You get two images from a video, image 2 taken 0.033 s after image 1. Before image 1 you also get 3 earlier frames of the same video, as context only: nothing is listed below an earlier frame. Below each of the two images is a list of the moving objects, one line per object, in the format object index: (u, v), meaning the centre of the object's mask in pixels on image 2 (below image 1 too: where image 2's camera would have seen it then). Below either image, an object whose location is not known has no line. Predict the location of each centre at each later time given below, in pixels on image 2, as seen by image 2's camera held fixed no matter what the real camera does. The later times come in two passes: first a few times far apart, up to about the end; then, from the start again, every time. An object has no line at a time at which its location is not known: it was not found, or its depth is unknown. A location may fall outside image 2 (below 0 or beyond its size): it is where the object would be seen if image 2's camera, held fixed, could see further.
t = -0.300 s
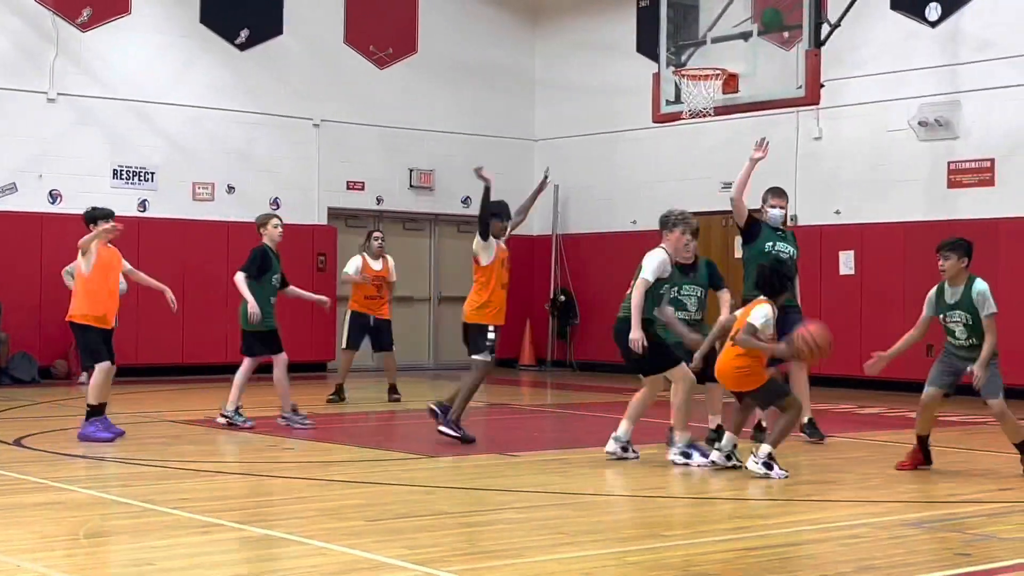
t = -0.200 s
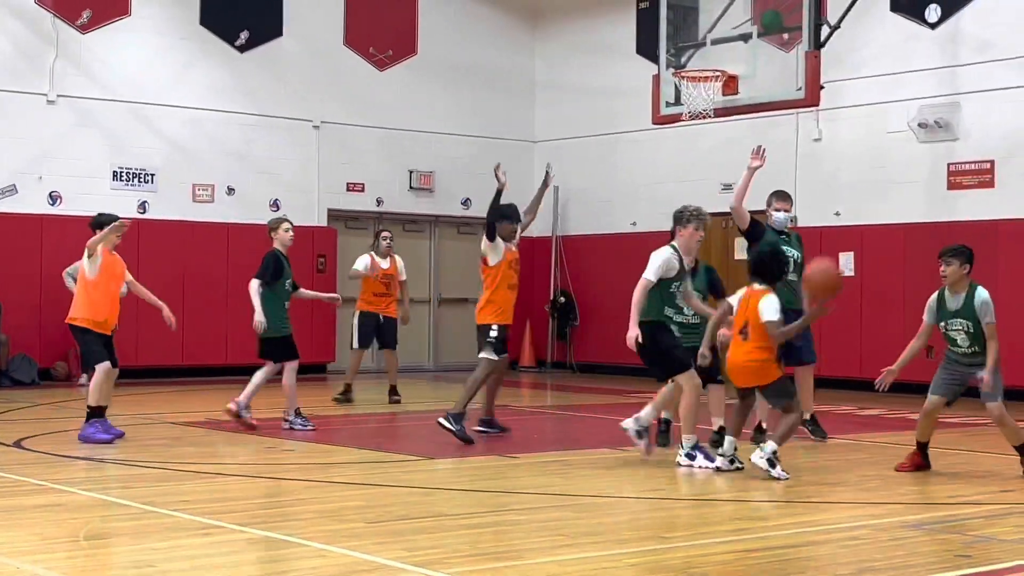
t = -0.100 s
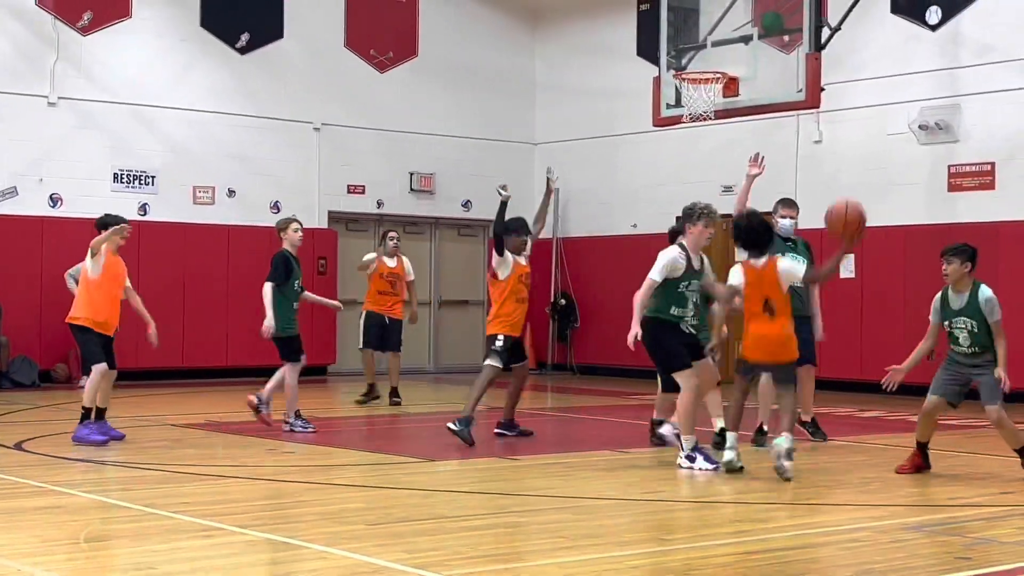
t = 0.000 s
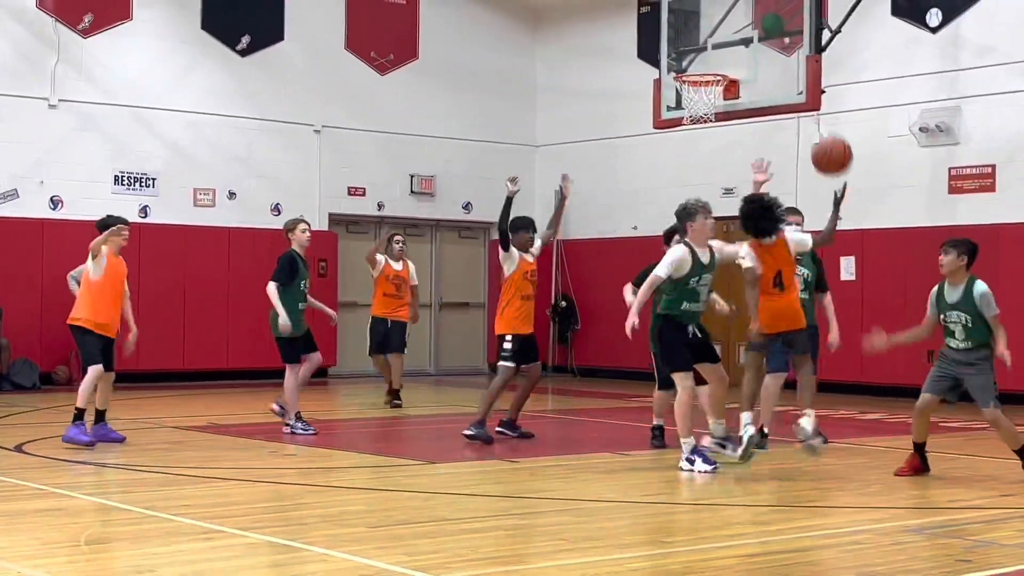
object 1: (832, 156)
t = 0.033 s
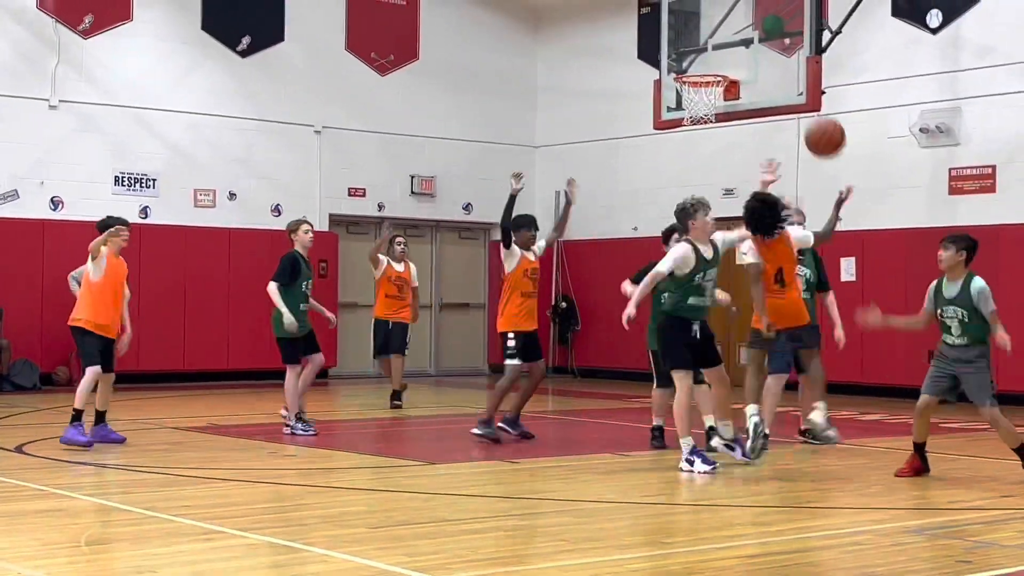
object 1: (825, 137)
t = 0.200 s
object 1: (791, 73)
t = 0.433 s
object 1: (746, 58)
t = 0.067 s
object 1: (818, 120)
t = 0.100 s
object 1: (811, 106)
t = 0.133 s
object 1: (804, 91)
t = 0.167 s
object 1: (799, 82)
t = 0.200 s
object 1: (791, 73)
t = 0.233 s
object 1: (785, 65)
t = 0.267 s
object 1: (778, 60)
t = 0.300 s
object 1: (772, 56)
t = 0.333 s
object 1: (765, 54)
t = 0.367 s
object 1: (758, 54)
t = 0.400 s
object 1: (752, 55)
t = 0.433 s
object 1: (746, 58)
